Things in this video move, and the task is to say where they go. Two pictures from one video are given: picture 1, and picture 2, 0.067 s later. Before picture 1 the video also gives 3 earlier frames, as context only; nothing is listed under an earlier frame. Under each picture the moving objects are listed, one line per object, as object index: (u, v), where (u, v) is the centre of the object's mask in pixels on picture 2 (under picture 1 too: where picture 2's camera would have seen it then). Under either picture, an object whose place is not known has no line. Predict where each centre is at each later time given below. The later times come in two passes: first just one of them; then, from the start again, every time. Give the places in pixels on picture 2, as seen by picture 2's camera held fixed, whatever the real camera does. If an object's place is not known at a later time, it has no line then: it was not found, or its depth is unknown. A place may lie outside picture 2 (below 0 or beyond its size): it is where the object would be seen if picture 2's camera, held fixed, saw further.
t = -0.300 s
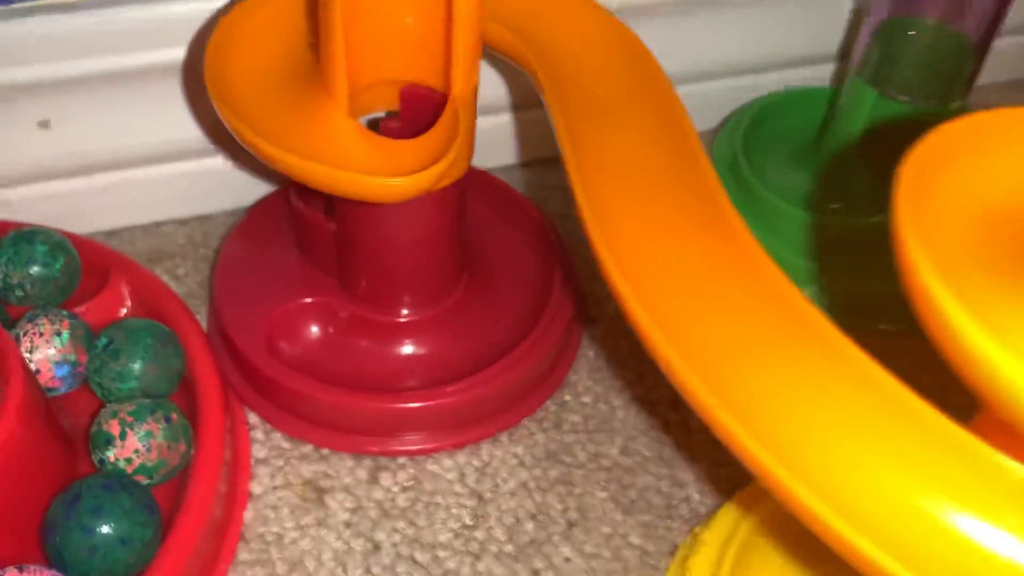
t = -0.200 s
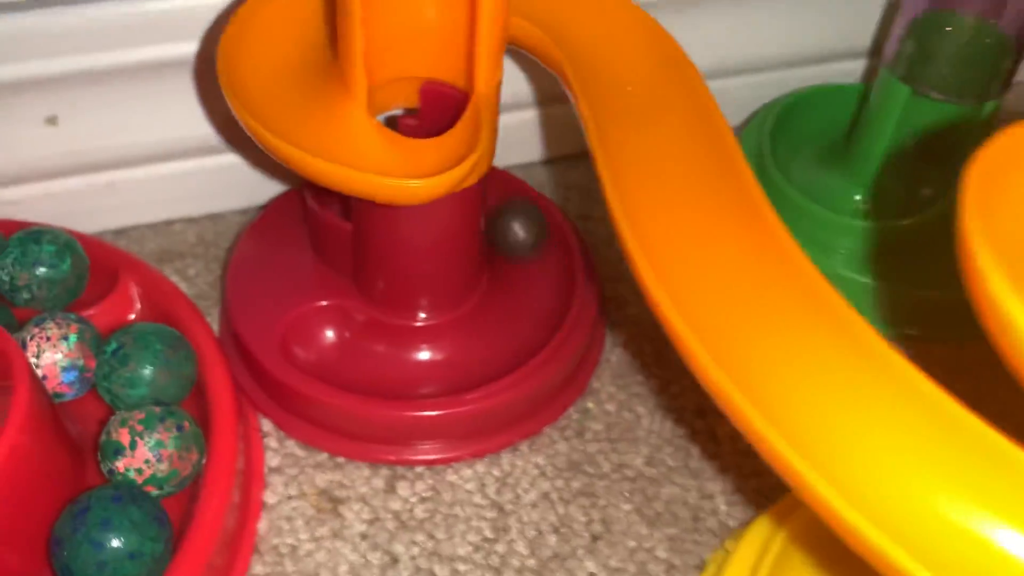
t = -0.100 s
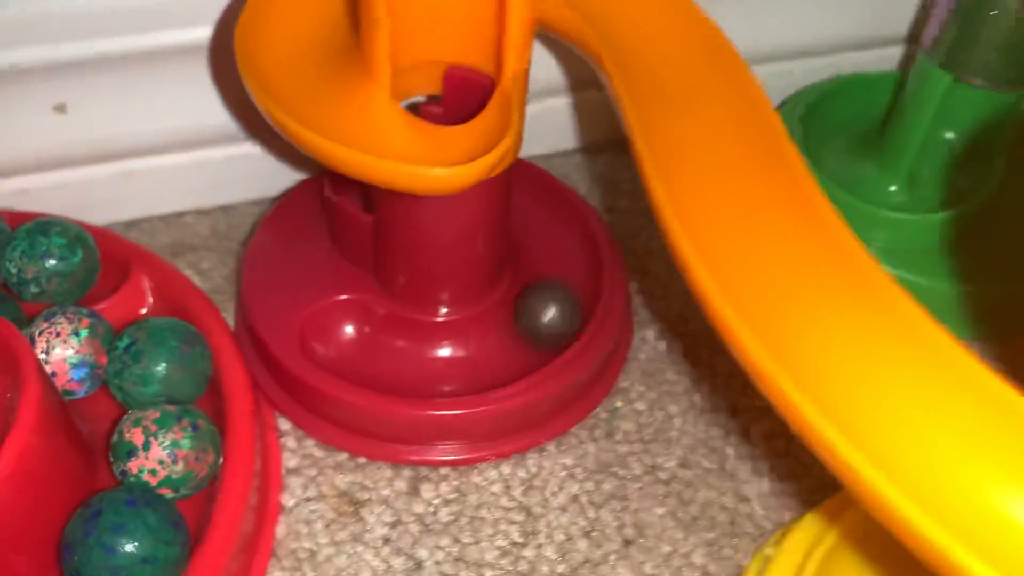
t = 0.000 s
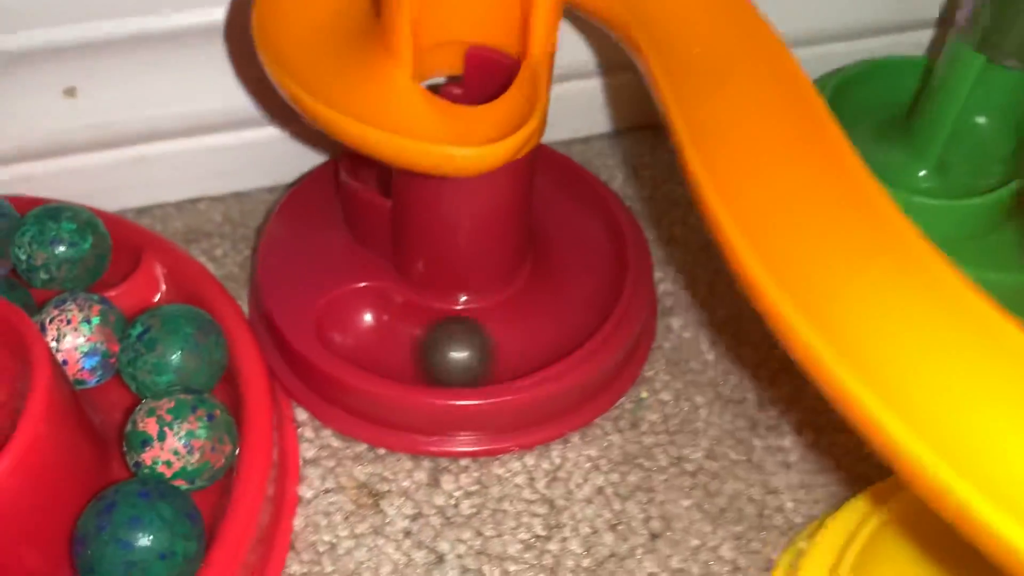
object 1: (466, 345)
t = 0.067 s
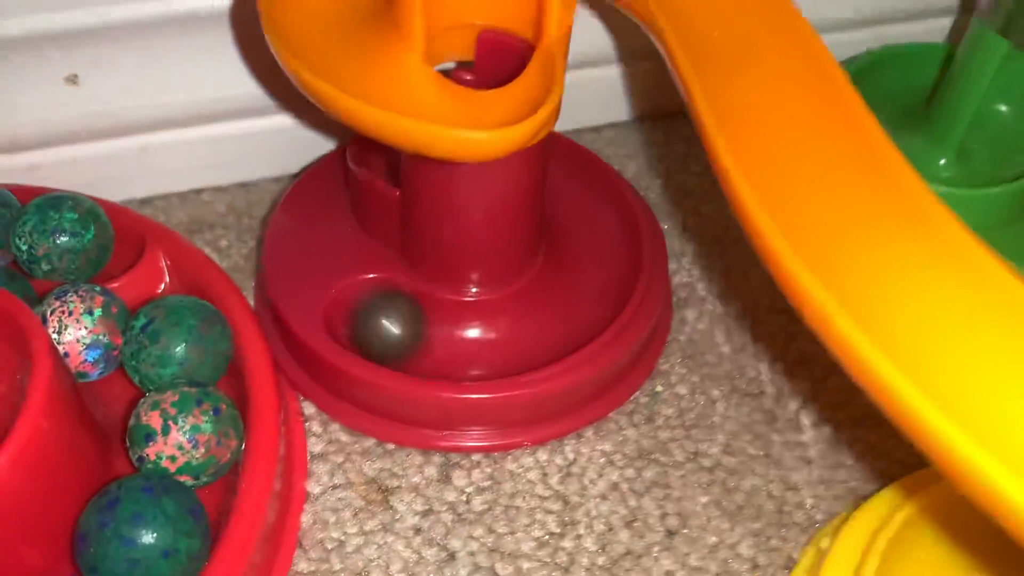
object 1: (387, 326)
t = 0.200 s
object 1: (399, 334)
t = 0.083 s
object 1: (372, 314)
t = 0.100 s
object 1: (367, 299)
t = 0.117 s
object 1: (367, 297)
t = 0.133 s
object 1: (372, 305)
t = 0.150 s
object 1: (379, 319)
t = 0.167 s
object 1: (384, 328)
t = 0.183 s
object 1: (390, 331)
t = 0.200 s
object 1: (399, 334)
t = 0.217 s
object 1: (412, 334)
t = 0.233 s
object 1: (426, 332)
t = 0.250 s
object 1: (436, 334)
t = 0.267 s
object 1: (447, 339)
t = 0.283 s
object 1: (457, 344)
